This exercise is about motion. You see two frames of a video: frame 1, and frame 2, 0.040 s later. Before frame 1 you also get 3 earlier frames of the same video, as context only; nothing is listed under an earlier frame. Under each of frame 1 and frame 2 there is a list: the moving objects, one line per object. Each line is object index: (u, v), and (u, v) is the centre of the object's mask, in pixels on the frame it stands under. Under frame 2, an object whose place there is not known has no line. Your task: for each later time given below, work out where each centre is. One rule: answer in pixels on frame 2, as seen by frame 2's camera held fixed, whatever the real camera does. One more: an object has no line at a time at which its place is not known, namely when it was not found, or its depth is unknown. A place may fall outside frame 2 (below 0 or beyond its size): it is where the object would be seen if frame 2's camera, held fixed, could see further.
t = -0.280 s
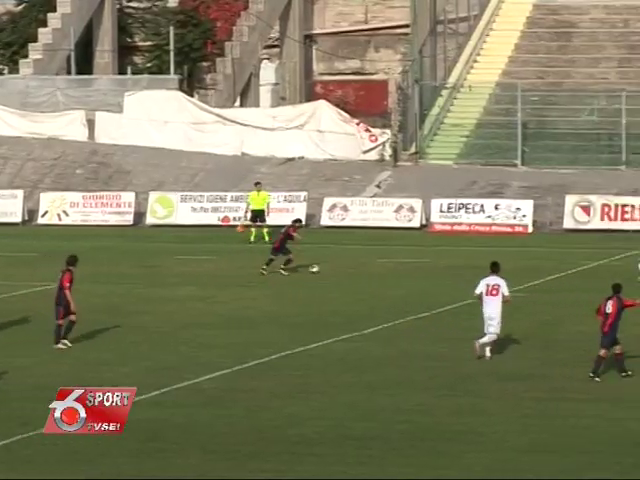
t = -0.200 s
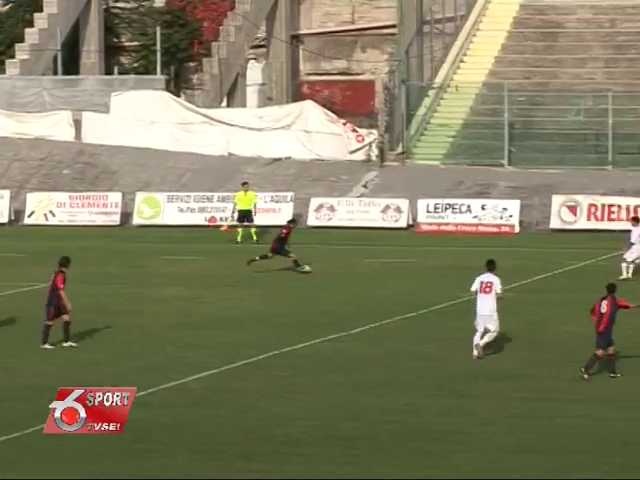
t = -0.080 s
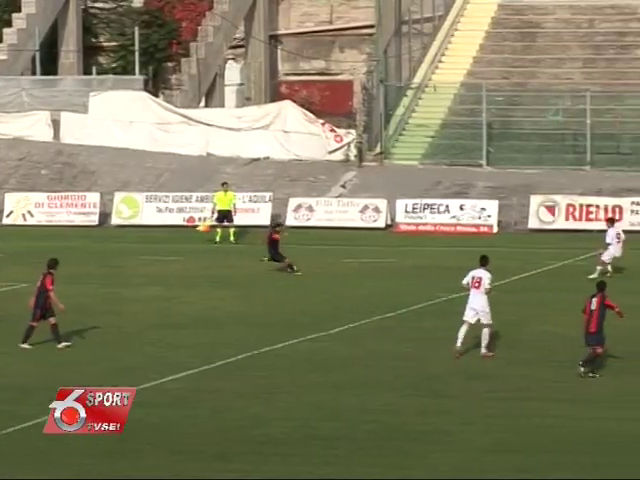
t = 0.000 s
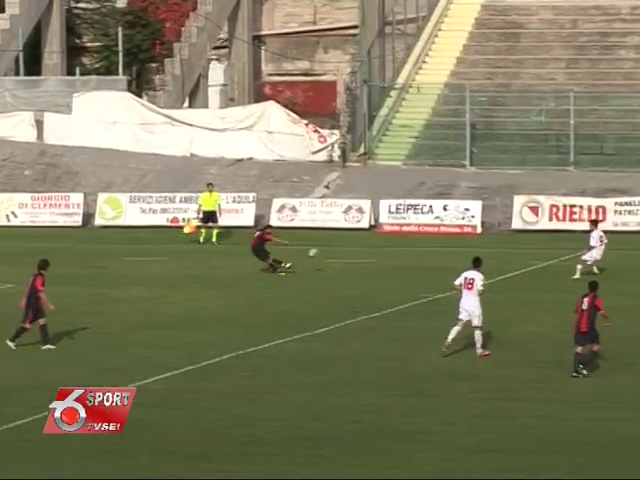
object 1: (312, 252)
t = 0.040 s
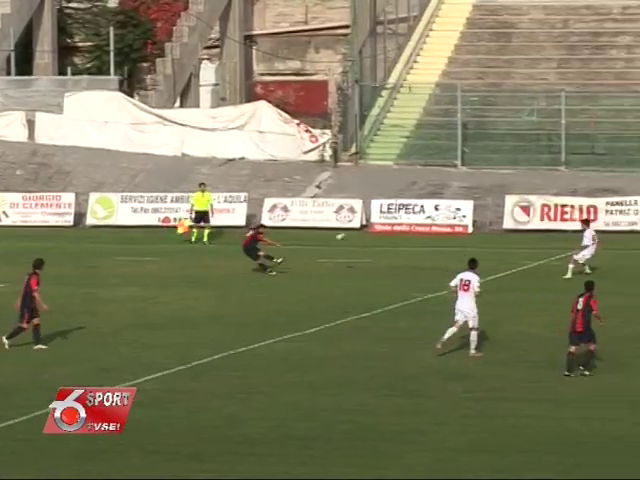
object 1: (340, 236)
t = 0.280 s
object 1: (546, 141)
